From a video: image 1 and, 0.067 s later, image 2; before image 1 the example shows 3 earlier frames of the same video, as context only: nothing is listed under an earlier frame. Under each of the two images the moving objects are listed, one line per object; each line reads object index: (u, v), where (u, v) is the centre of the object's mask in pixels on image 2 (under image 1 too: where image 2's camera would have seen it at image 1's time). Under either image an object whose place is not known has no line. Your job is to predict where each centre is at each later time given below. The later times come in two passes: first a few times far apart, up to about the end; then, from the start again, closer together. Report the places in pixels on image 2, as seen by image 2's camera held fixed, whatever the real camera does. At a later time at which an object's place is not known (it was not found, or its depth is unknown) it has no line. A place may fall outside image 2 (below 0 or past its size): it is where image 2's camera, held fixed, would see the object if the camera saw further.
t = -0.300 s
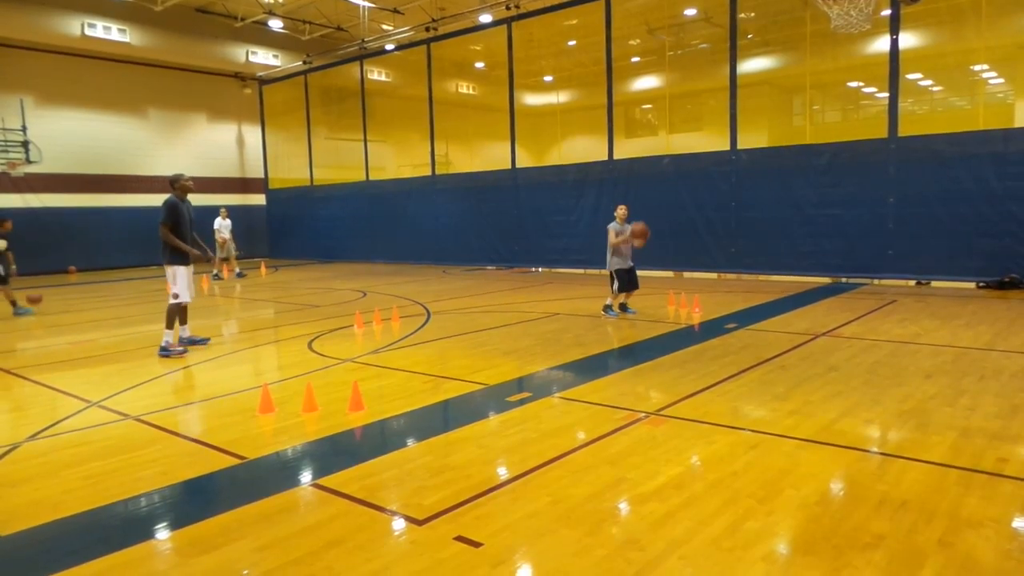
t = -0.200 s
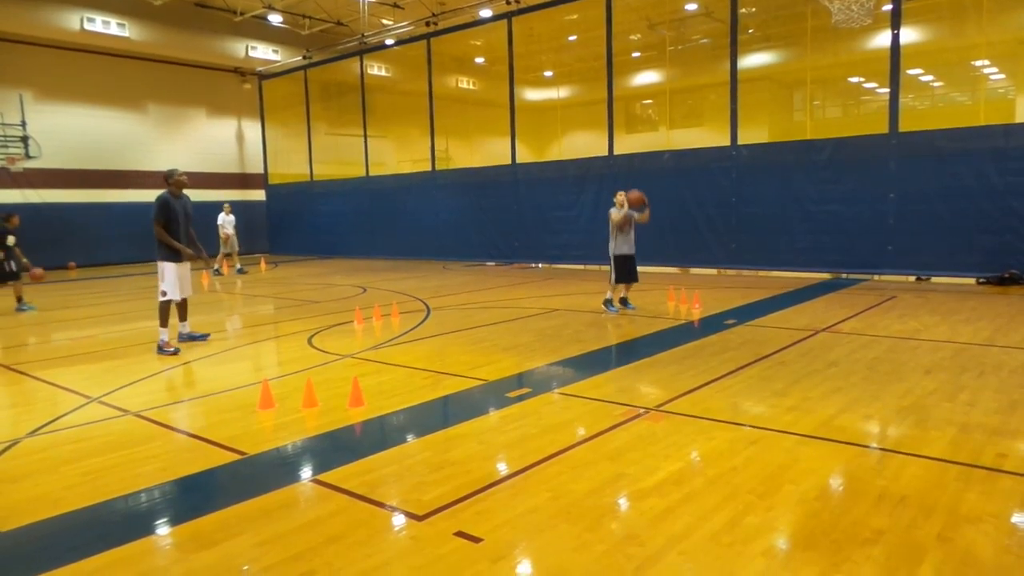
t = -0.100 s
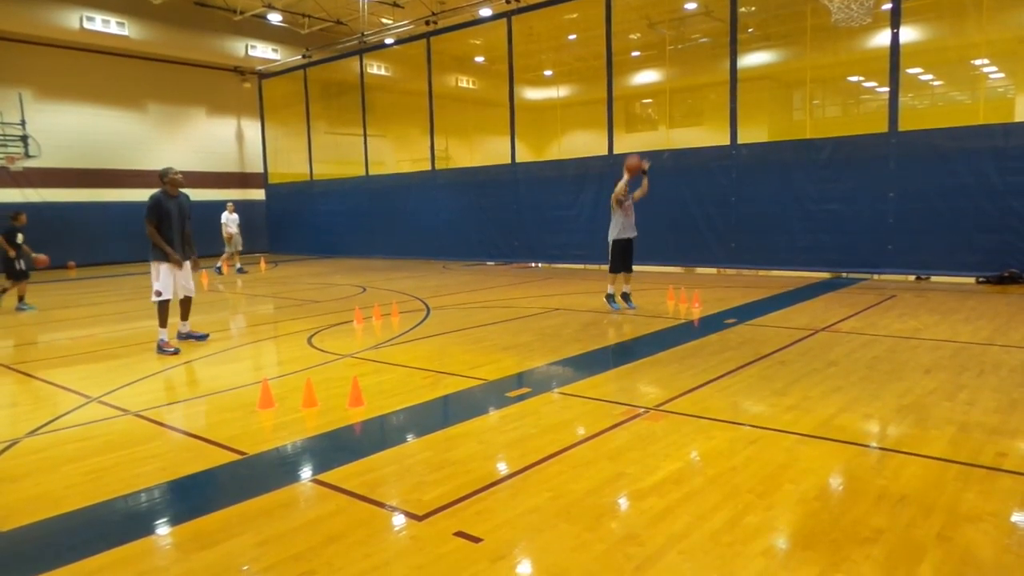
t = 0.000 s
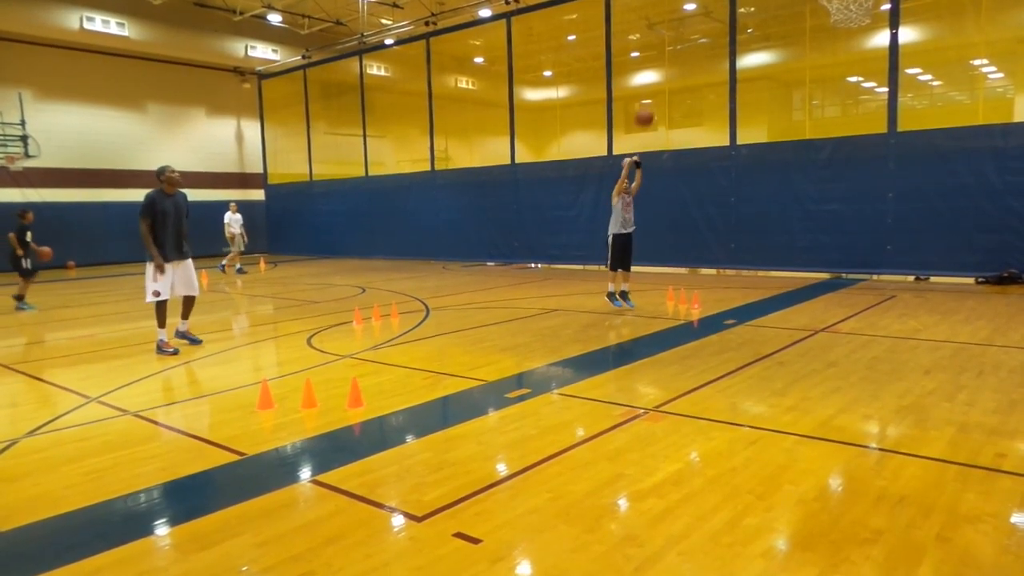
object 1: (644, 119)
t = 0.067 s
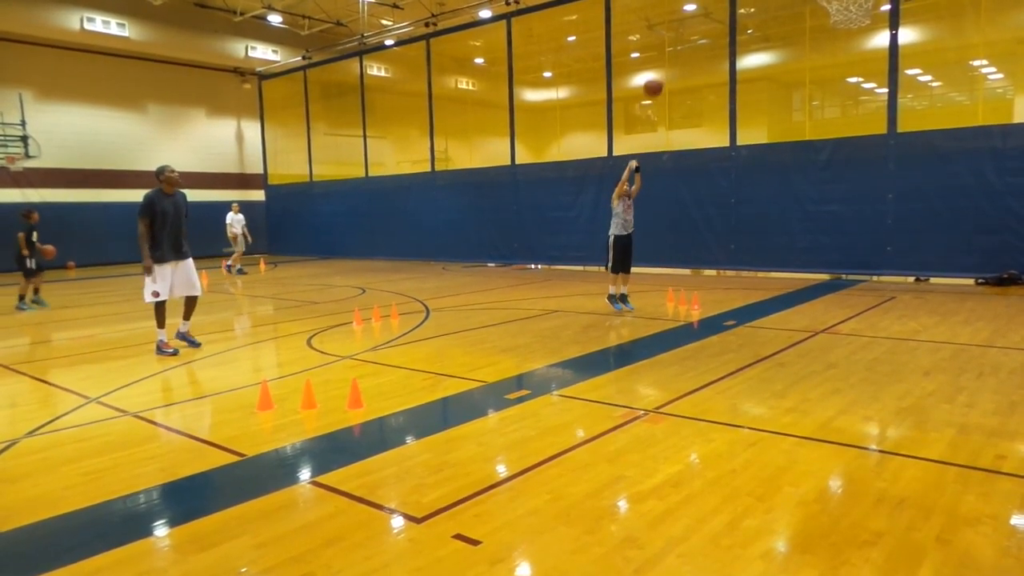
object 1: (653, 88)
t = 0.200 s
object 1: (672, 30)
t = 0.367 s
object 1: (700, -23)
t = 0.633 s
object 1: (755, -78)
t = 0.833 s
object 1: (805, -67)
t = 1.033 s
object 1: (856, -31)
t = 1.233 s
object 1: (872, -73)
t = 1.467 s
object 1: (815, -47)
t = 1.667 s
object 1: (762, 38)
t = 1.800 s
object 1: (727, 128)
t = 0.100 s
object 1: (658, 71)
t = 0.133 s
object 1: (662, 58)
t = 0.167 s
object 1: (667, 44)
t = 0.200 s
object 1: (672, 30)
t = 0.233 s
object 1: (677, 18)
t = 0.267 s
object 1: (682, 5)
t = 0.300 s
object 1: (688, -8)
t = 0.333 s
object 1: (694, -16)
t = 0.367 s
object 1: (700, -23)
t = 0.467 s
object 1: (721, -54)
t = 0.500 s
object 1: (730, -66)
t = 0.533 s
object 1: (734, -70)
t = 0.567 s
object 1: (740, -72)
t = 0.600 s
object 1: (748, -75)
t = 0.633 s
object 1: (755, -78)
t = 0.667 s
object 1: (763, -80)
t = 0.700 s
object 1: (770, -80)
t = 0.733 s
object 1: (777, -79)
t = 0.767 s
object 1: (786, -76)
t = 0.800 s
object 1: (795, -72)
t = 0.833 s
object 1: (805, -67)
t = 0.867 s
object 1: (812, -60)
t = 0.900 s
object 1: (822, -54)
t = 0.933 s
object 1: (832, -41)
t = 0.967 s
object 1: (842, -32)
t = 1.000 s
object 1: (851, -21)
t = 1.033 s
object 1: (856, -31)
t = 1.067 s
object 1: (860, -40)
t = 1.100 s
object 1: (864, -48)
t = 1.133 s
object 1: (868, -59)
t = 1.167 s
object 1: (870, -63)
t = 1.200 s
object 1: (873, -70)
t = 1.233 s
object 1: (872, -73)
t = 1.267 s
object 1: (867, -74)
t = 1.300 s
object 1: (860, -73)
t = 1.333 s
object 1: (851, -72)
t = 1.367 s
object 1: (842, -68)
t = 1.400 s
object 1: (833, -63)
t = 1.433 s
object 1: (824, -56)
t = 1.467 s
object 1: (815, -47)
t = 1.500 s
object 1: (806, -35)
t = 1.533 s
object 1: (797, -24)
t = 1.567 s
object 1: (788, -10)
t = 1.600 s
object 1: (779, 4)
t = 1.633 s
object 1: (771, 21)
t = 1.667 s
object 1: (762, 38)
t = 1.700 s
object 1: (753, 60)
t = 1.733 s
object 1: (743, 81)
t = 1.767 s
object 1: (735, 104)
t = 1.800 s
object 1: (727, 128)
